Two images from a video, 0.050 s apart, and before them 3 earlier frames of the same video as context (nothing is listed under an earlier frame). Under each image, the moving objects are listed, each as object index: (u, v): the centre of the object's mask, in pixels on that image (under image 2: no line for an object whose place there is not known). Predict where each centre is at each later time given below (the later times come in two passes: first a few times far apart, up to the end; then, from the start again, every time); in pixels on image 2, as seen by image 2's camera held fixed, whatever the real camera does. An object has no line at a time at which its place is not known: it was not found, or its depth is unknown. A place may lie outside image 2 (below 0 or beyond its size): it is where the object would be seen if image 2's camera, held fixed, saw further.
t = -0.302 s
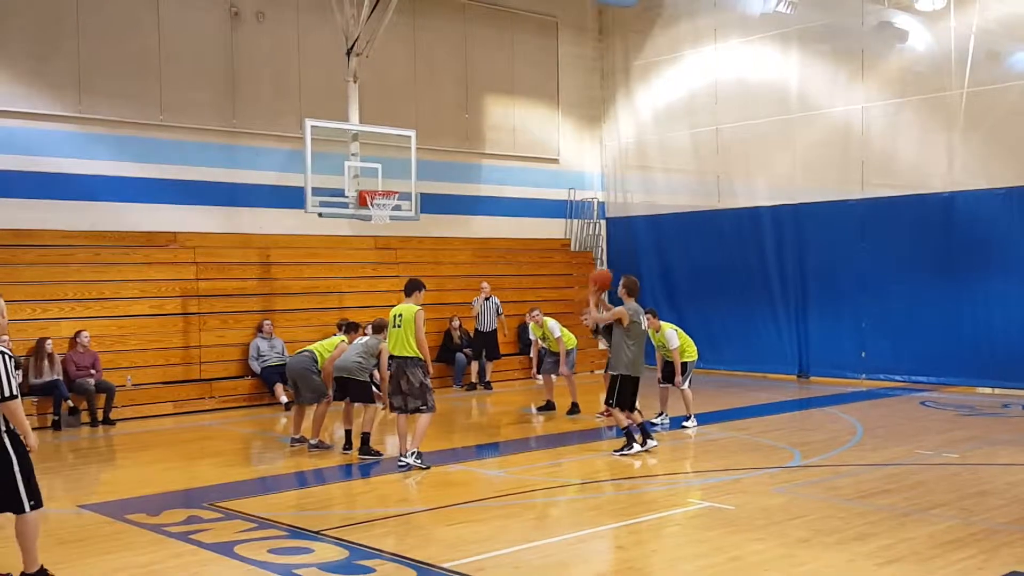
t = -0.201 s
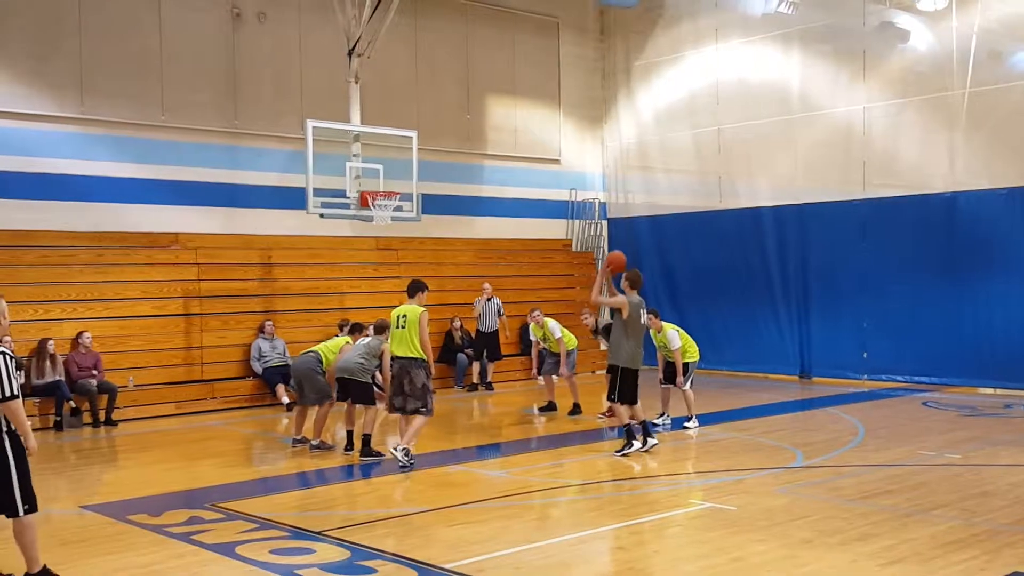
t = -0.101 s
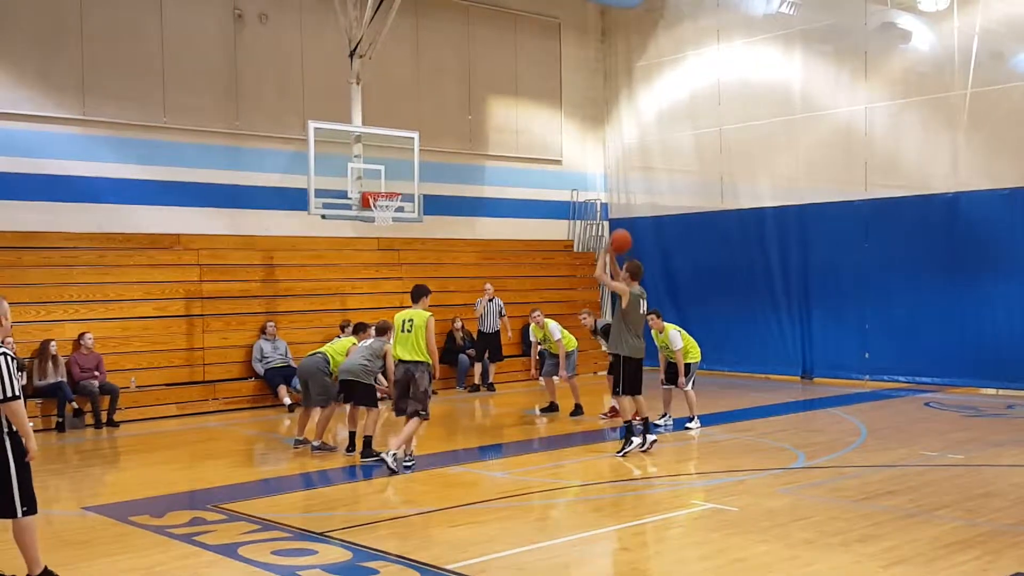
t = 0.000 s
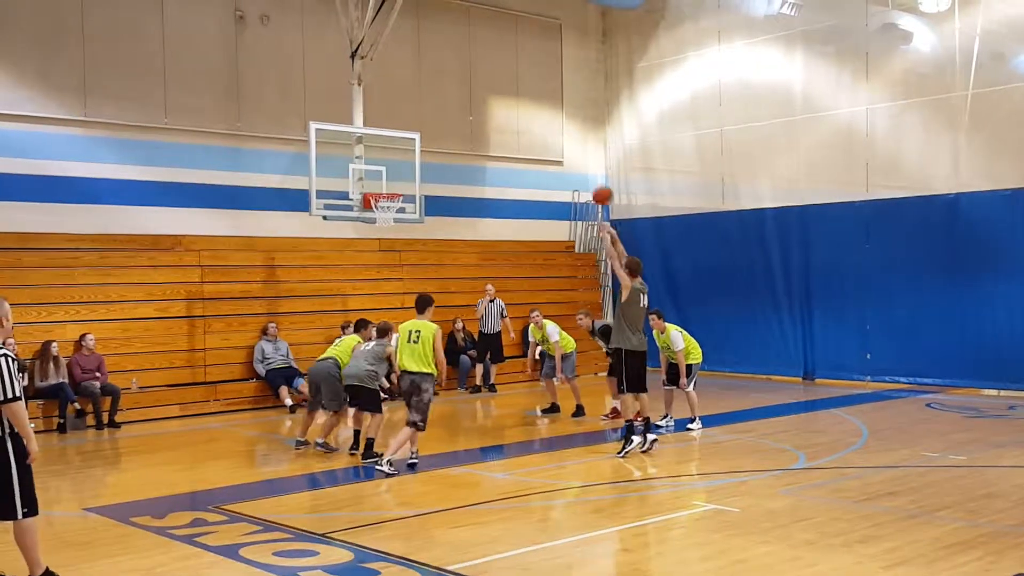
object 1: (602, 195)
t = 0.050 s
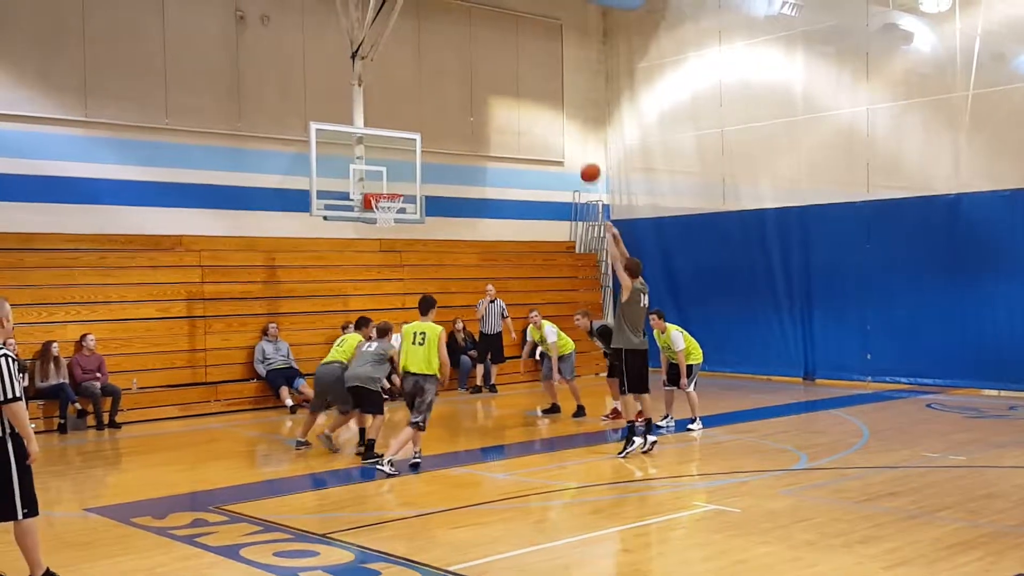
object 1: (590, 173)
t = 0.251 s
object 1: (543, 109)
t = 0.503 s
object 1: (491, 84)
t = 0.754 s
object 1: (445, 109)
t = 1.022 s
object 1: (403, 183)
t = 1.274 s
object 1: (388, 173)
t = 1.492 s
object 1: (390, 185)
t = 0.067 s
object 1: (586, 166)
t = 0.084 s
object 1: (582, 159)
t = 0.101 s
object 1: (578, 153)
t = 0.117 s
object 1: (574, 147)
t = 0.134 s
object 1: (570, 141)
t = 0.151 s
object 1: (566, 135)
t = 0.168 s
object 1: (562, 130)
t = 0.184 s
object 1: (558, 126)
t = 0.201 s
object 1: (554, 121)
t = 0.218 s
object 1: (551, 117)
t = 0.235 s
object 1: (546, 113)
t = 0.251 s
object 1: (543, 109)
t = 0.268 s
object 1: (539, 107)
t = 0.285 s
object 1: (535, 103)
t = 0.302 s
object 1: (532, 100)
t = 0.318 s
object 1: (529, 97)
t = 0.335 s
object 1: (525, 95)
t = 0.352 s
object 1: (521, 93)
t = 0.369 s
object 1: (518, 91)
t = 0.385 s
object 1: (514, 89)
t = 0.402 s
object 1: (511, 87)
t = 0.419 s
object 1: (508, 86)
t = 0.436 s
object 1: (504, 85)
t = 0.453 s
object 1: (501, 84)
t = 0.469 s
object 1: (497, 83)
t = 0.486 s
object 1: (494, 83)
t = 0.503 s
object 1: (491, 84)
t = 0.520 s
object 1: (488, 84)
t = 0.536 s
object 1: (485, 84)
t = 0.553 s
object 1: (481, 85)
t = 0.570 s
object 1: (478, 85)
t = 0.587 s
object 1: (475, 87)
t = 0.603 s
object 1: (472, 88)
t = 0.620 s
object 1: (469, 90)
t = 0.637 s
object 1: (466, 91)
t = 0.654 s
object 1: (463, 93)
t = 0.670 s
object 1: (459, 95)
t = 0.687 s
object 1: (457, 98)
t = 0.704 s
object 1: (454, 100)
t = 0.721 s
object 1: (451, 103)
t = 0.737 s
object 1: (448, 106)
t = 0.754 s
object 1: (445, 109)
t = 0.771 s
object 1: (443, 112)
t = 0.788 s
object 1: (440, 115)
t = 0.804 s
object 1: (437, 119)
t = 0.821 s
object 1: (434, 123)
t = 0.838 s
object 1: (431, 127)
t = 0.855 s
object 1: (429, 131)
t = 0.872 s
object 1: (427, 134)
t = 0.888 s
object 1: (424, 140)
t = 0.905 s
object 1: (421, 145)
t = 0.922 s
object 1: (418, 150)
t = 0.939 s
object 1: (415, 155)
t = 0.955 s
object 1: (413, 160)
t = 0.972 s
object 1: (410, 165)
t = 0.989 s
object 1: (408, 171)
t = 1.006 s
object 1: (405, 177)
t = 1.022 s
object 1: (403, 183)
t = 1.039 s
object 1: (402, 187)
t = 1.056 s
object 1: (401, 185)
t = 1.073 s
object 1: (400, 183)
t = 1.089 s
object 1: (398, 181)
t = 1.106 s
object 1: (397, 179)
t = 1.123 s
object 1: (396, 177)
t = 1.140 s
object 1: (395, 176)
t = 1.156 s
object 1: (395, 175)
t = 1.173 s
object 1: (394, 175)
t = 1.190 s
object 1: (393, 174)
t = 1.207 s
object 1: (392, 173)
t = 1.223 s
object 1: (391, 173)
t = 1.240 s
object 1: (390, 173)
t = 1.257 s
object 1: (389, 173)
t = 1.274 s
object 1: (388, 173)
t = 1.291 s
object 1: (387, 174)
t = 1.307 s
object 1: (386, 175)
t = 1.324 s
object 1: (385, 176)
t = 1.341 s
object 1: (384, 177)
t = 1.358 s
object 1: (383, 178)
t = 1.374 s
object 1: (383, 179)
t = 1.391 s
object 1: (384, 179)
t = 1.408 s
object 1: (385, 180)
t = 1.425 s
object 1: (386, 181)
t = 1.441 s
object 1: (386, 181)
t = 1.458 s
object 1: (388, 183)
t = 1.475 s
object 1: (389, 184)
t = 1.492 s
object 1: (390, 185)
